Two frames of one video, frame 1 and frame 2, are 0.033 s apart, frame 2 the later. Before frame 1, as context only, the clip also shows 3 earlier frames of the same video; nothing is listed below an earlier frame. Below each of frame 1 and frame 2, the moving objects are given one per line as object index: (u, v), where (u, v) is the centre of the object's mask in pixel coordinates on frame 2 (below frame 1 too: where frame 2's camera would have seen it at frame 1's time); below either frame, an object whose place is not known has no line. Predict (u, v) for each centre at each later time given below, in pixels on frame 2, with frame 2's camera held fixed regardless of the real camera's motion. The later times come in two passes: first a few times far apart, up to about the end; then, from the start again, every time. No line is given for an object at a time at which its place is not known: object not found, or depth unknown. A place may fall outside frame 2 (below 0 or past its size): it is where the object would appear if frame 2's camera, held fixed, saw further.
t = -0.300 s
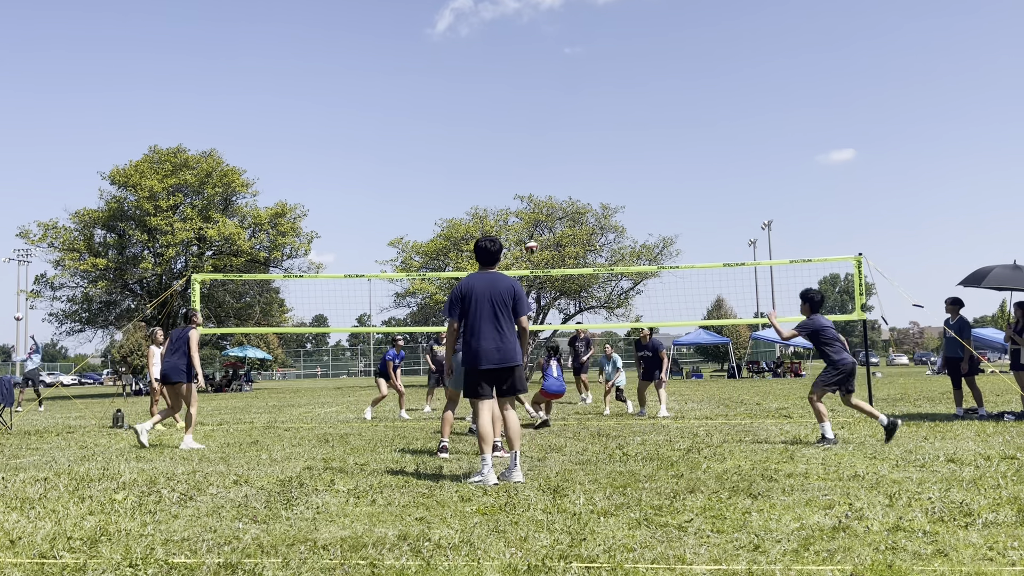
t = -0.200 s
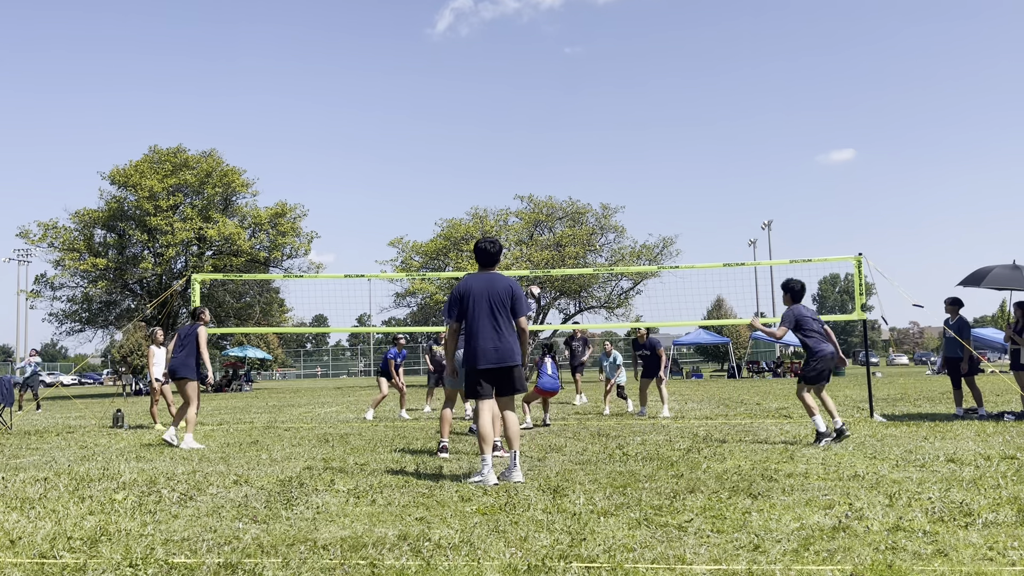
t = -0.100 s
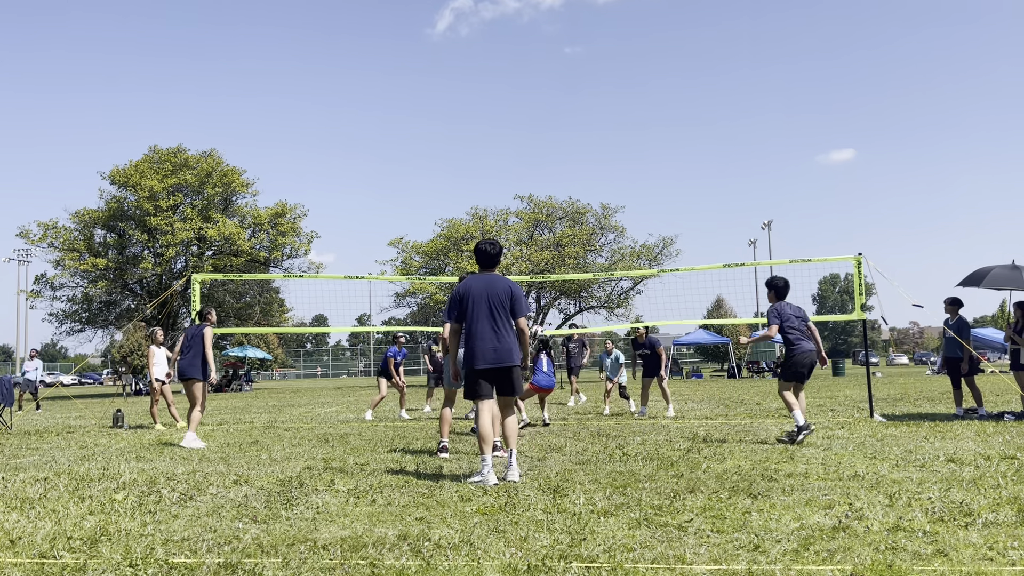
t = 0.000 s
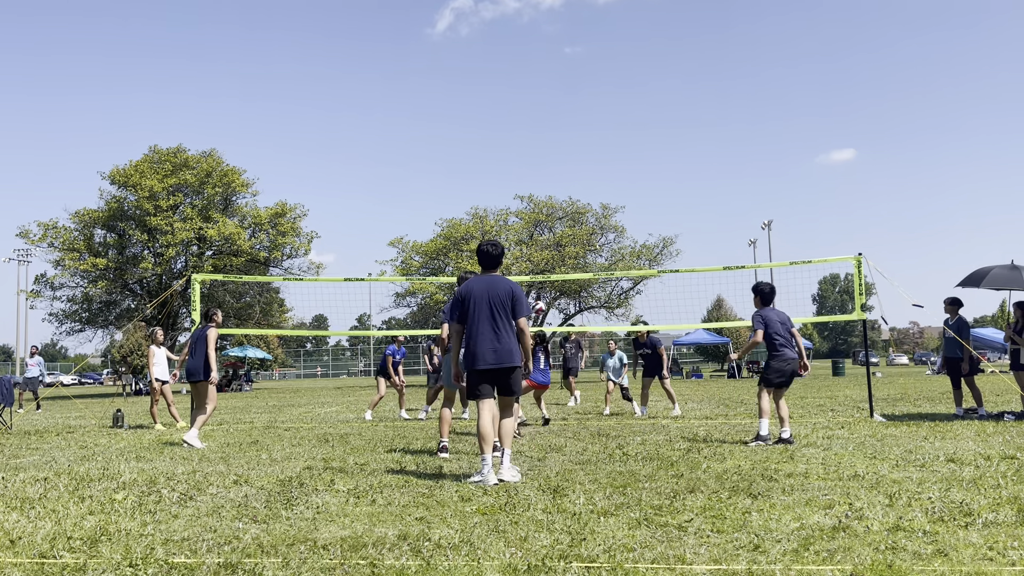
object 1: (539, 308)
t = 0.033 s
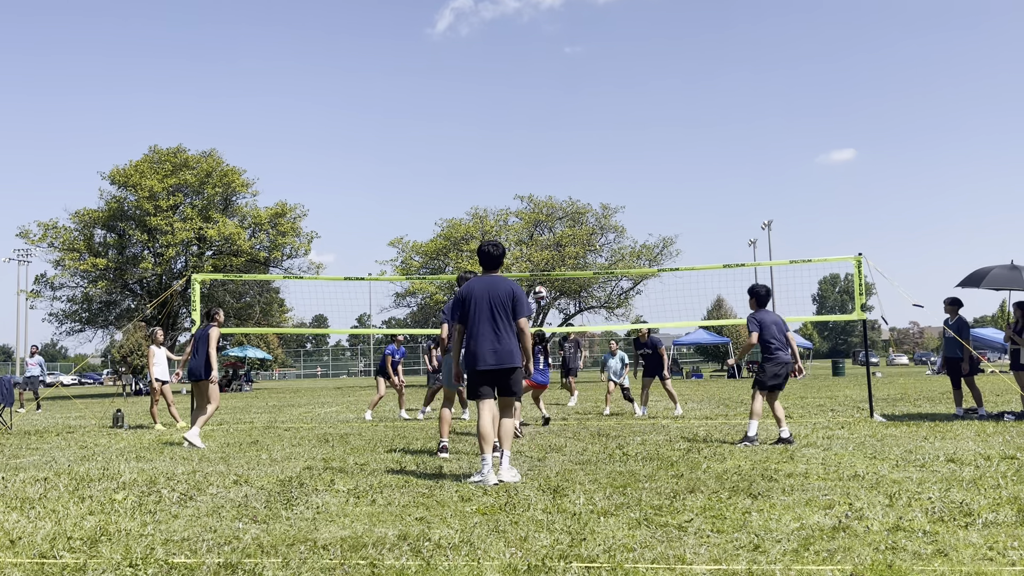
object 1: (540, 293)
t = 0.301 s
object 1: (549, 194)
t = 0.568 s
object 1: (563, 131)
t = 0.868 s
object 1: (588, 123)
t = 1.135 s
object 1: (619, 197)
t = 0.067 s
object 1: (541, 279)
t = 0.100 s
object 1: (542, 265)
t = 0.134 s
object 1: (543, 252)
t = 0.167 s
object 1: (544, 239)
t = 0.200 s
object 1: (545, 227)
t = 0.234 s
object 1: (546, 215)
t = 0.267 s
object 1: (548, 204)
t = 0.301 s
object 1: (549, 194)
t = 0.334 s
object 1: (550, 184)
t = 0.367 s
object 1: (552, 174)
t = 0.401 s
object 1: (554, 165)
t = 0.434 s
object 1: (556, 157)
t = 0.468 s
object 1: (557, 150)
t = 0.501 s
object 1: (559, 143)
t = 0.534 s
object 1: (561, 137)
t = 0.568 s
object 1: (563, 131)
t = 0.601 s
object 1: (566, 127)
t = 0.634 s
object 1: (568, 123)
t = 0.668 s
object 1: (570, 120)
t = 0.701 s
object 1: (573, 118)
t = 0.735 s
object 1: (576, 117)
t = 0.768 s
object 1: (578, 117)
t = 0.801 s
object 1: (582, 118)
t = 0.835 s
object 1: (584, 120)
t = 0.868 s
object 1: (588, 123)
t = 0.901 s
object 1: (591, 128)
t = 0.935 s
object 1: (594, 133)
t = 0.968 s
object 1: (598, 140)
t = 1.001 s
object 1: (602, 148)
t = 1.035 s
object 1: (606, 158)
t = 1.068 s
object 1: (610, 170)
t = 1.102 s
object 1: (614, 183)
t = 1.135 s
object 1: (619, 197)
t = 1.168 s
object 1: (624, 213)
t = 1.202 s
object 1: (630, 231)
